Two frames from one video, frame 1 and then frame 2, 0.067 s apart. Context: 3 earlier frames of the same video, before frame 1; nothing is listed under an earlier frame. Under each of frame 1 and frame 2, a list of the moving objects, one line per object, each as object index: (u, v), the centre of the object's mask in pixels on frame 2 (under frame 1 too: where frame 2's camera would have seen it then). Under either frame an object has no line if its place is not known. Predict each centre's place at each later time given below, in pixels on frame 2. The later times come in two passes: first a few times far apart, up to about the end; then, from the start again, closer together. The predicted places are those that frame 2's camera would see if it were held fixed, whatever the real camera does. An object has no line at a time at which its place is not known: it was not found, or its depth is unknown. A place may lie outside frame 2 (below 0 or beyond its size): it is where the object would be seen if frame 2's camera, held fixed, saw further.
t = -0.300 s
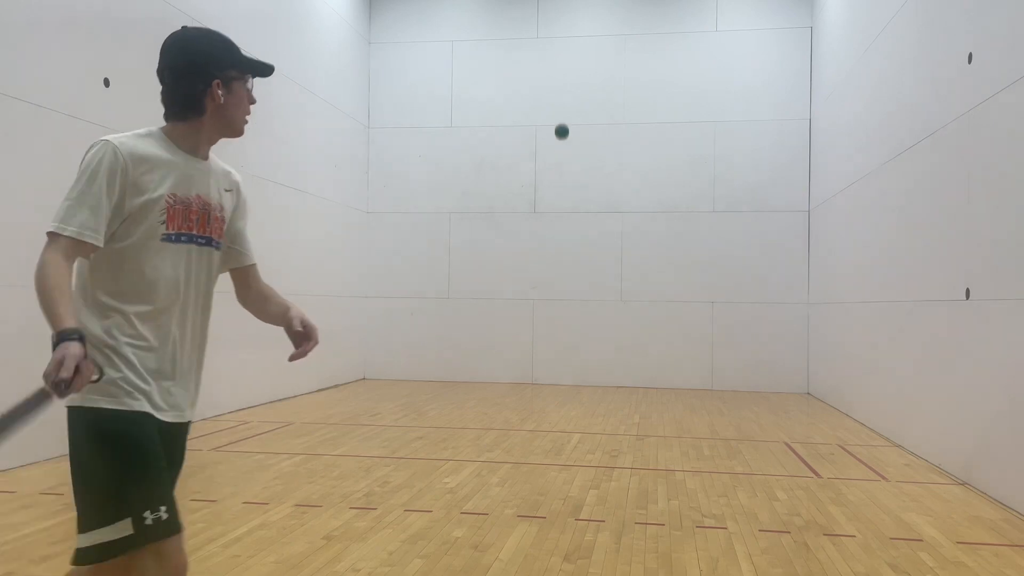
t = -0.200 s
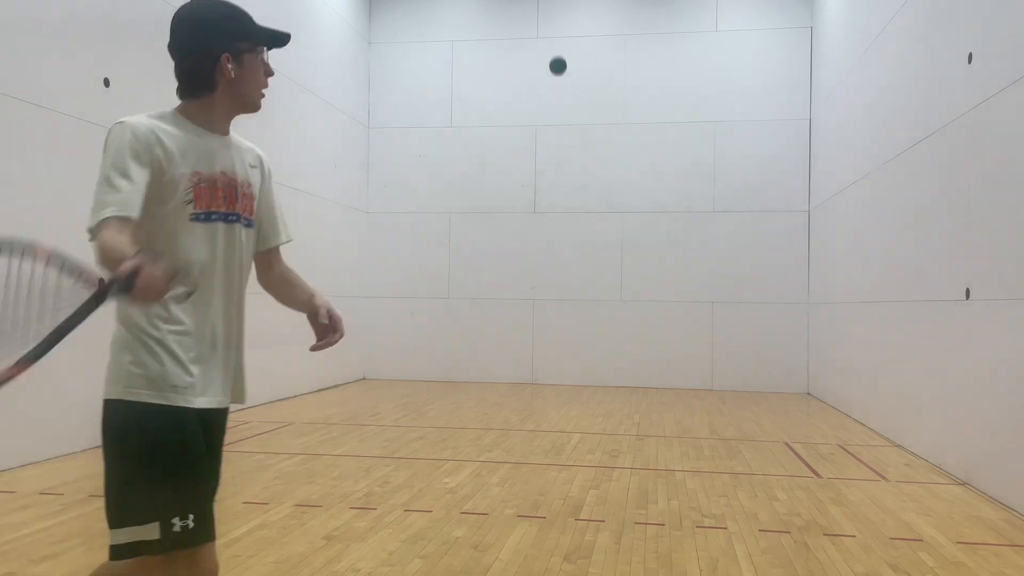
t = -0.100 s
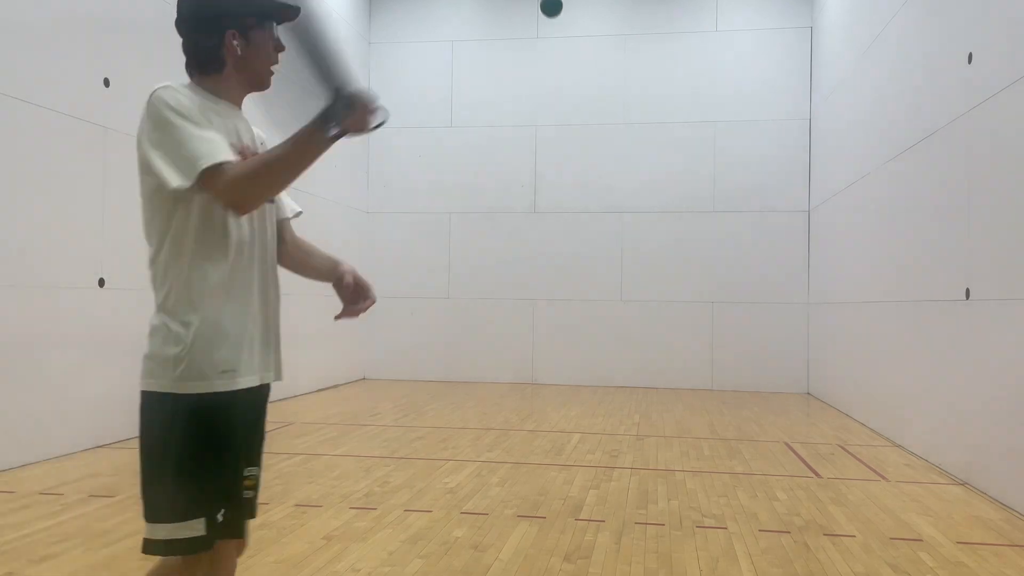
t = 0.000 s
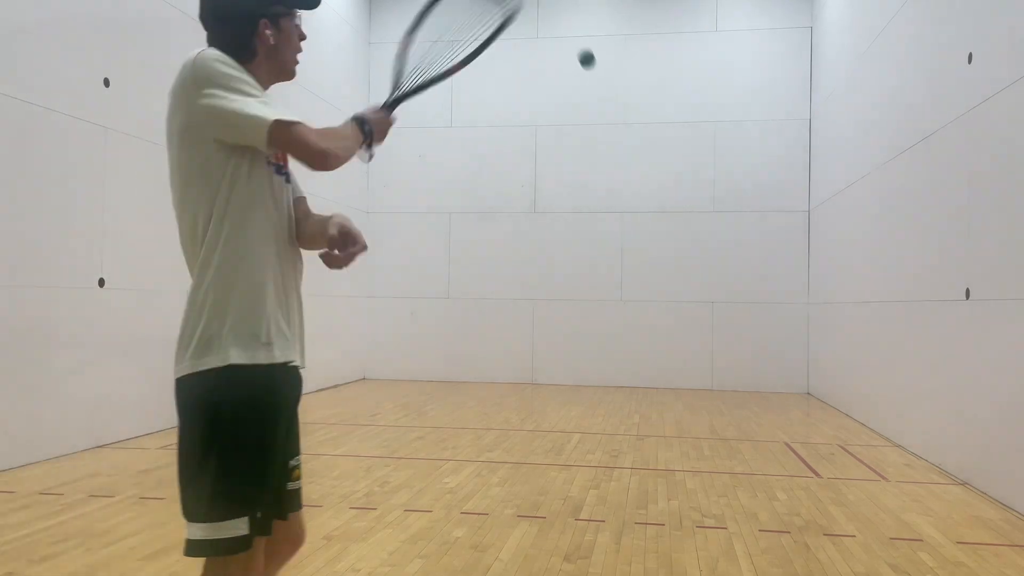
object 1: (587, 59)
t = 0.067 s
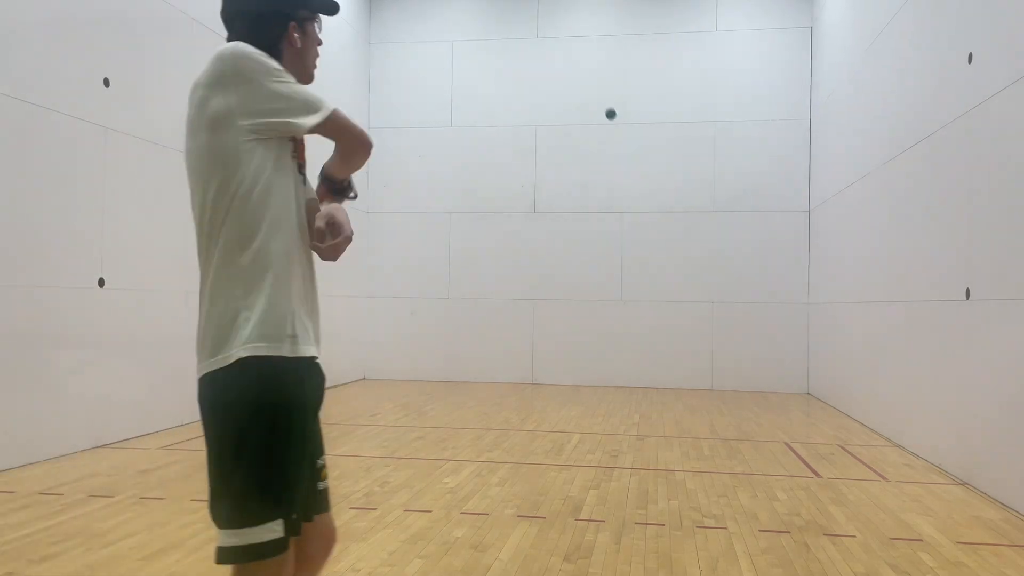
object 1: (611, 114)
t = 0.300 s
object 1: (636, 200)
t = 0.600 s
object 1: (641, 246)
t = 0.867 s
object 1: (636, 363)
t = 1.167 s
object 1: (635, 343)
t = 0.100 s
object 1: (617, 132)
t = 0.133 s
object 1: (622, 146)
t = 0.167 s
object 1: (626, 159)
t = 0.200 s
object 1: (629, 170)
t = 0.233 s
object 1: (632, 181)
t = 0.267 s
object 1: (634, 191)
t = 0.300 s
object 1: (636, 200)
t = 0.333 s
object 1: (638, 209)
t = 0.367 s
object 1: (640, 217)
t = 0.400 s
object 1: (641, 225)
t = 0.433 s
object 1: (642, 230)
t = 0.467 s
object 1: (642, 231)
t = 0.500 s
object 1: (642, 233)
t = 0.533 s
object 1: (641, 236)
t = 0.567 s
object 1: (641, 240)
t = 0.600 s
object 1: (641, 246)
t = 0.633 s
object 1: (640, 253)
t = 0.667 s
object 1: (640, 262)
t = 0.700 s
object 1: (639, 272)
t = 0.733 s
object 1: (639, 285)
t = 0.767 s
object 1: (638, 299)
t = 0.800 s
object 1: (637, 317)
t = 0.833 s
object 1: (637, 338)
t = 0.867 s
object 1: (636, 363)
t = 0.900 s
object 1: (636, 391)
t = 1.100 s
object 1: (634, 392)
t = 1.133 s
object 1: (634, 368)
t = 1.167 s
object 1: (635, 343)
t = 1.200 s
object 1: (635, 318)
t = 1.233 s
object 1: (635, 294)
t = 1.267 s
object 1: (635, 268)
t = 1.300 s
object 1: (635, 243)
